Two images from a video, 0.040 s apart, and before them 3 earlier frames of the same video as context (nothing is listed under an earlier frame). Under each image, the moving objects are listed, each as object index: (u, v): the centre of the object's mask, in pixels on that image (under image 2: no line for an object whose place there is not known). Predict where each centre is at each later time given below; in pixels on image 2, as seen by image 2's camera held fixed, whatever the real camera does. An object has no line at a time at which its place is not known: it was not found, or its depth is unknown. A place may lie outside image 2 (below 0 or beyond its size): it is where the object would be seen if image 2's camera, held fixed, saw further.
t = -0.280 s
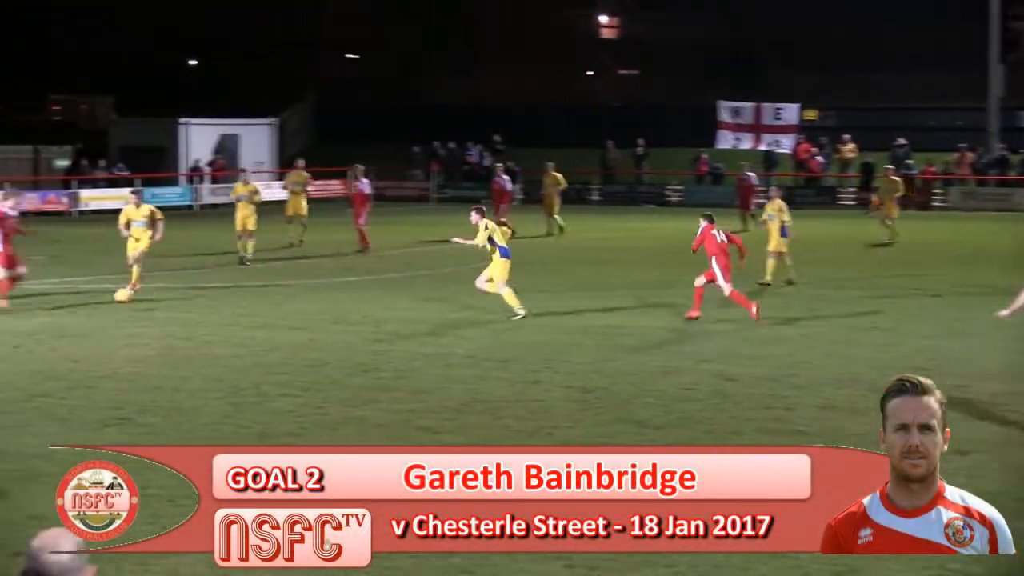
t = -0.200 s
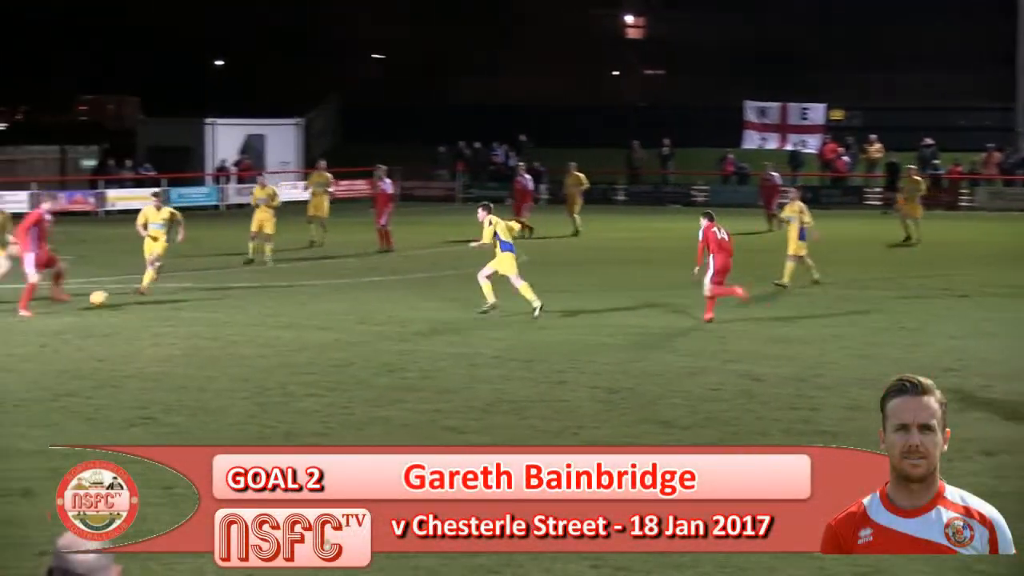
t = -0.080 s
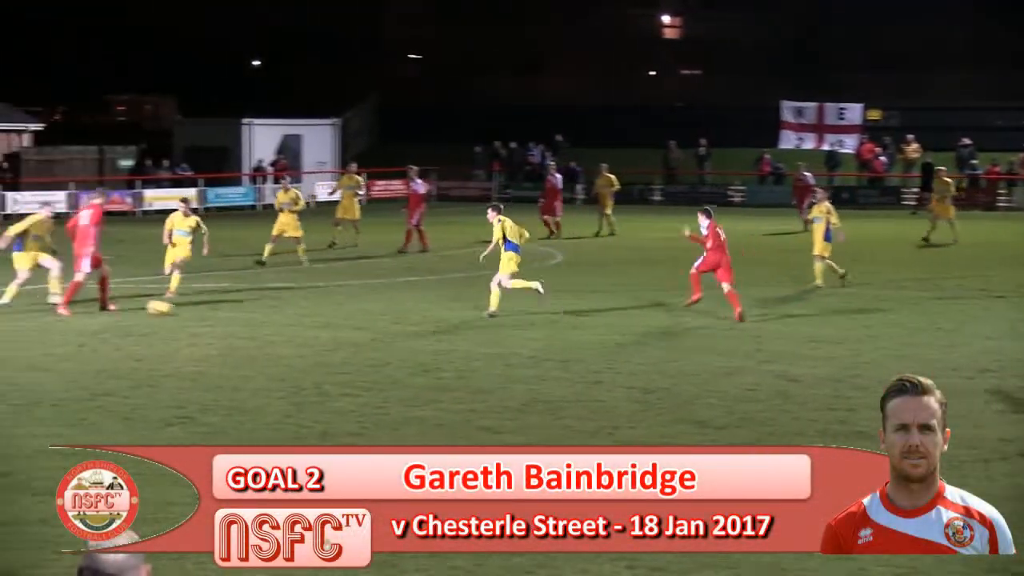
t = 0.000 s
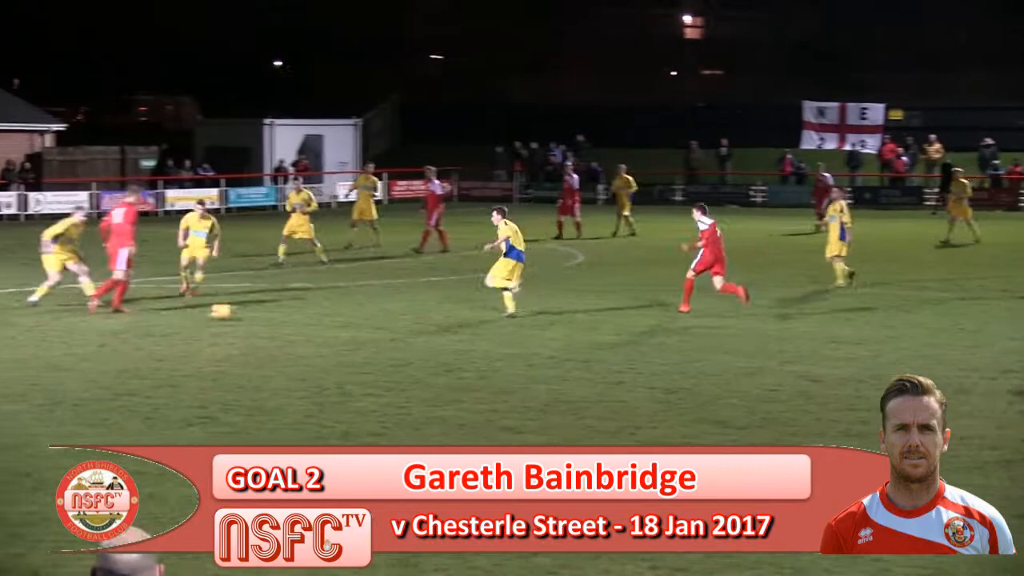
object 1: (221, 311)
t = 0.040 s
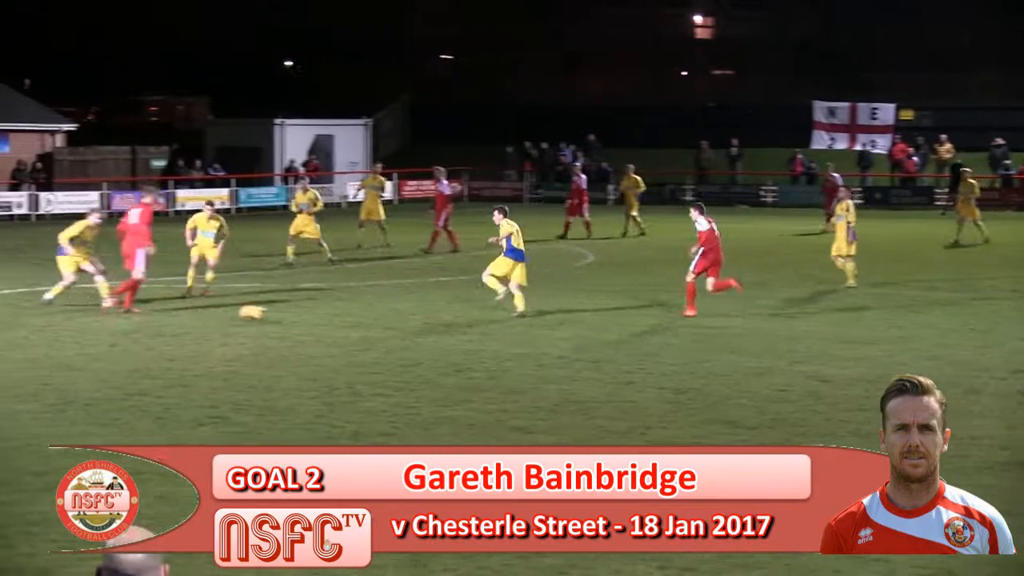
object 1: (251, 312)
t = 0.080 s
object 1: (274, 315)
